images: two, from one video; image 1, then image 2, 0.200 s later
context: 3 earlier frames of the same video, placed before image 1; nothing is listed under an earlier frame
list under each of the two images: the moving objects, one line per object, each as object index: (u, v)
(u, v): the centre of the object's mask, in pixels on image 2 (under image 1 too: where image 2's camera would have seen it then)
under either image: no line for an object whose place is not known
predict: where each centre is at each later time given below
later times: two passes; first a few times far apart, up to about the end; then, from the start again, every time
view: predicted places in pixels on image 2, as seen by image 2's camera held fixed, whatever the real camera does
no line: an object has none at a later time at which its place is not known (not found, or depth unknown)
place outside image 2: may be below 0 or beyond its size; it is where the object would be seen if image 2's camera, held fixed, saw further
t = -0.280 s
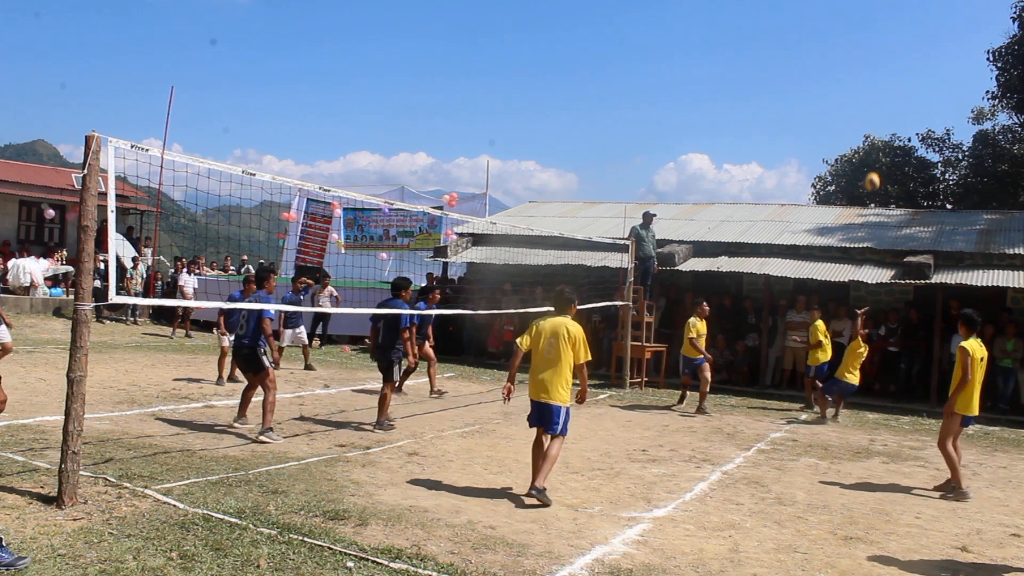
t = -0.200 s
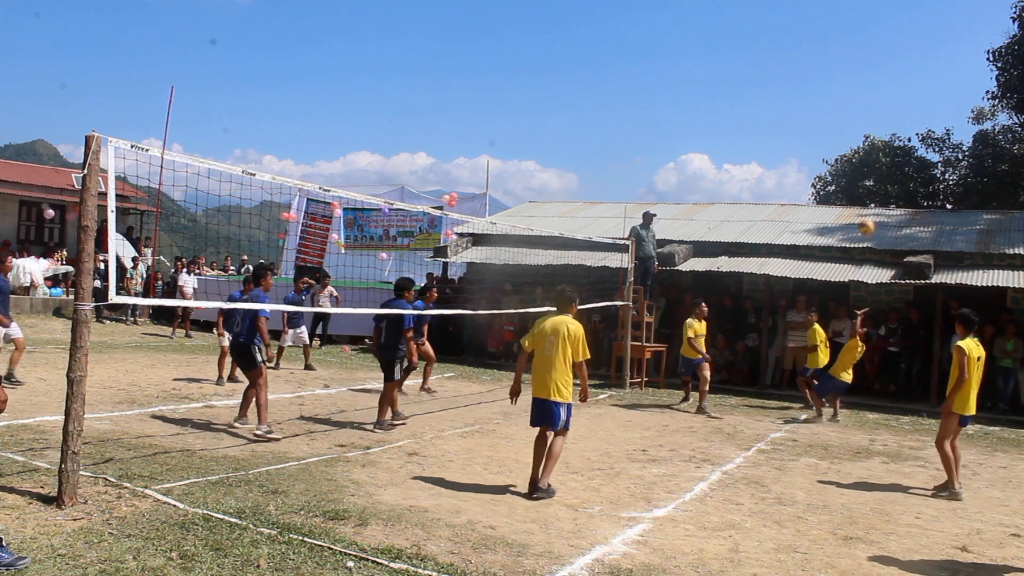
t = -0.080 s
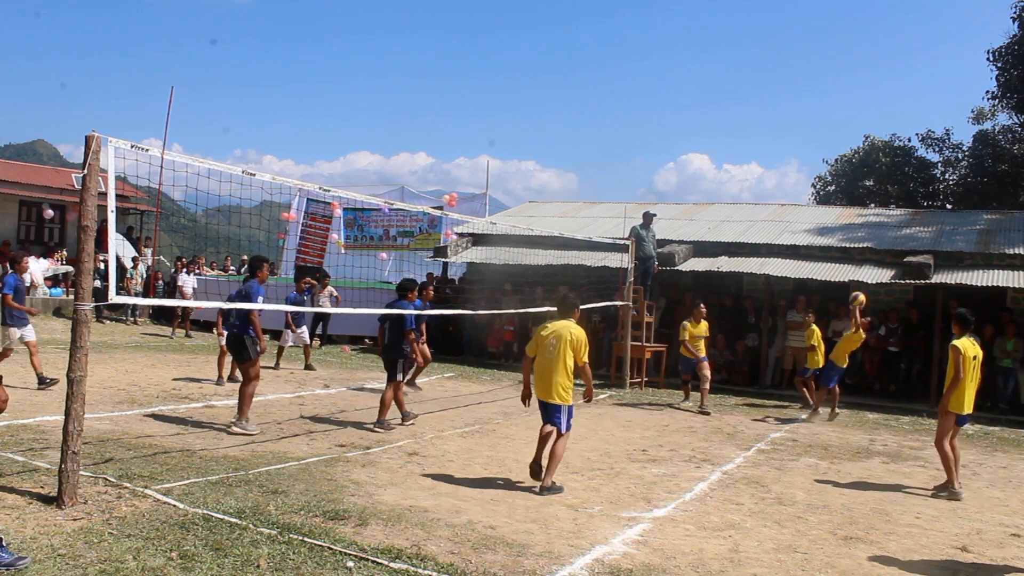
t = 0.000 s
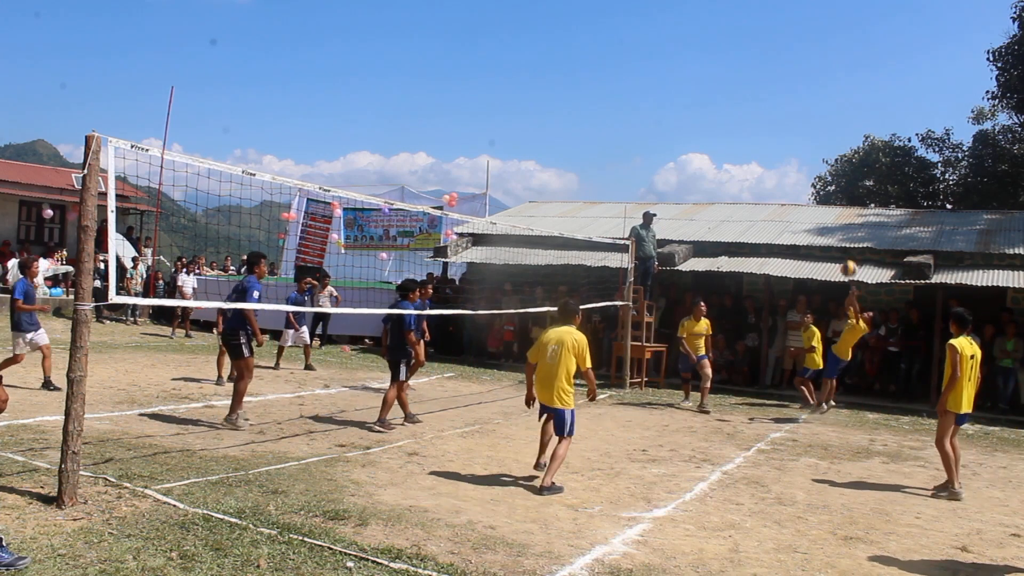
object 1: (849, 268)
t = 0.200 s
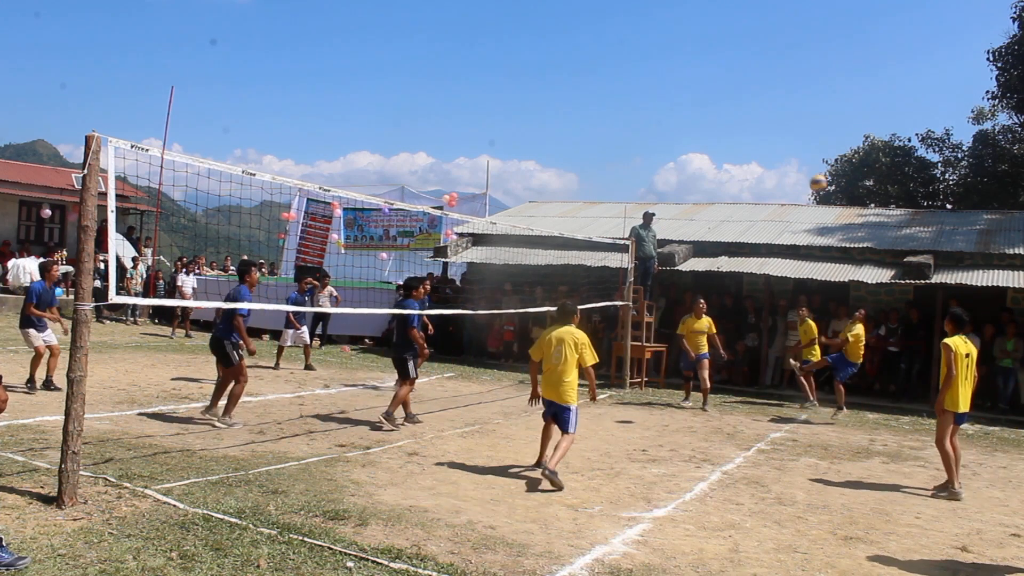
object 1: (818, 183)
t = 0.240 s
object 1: (811, 169)
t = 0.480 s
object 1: (765, 105)
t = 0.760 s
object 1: (699, 86)
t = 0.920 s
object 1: (653, 109)
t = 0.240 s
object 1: (811, 169)
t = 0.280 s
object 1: (804, 156)
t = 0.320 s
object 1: (797, 143)
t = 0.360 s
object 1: (789, 132)
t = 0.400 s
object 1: (782, 122)
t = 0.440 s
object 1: (774, 113)
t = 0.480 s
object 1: (765, 105)
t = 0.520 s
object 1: (757, 98)
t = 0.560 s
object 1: (748, 92)
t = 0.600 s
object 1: (738, 88)
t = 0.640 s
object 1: (729, 85)
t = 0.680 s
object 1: (719, 84)
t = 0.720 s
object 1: (709, 84)
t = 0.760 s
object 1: (699, 86)
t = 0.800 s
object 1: (688, 89)
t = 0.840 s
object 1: (677, 93)
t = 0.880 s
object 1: (665, 100)
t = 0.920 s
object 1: (653, 109)
